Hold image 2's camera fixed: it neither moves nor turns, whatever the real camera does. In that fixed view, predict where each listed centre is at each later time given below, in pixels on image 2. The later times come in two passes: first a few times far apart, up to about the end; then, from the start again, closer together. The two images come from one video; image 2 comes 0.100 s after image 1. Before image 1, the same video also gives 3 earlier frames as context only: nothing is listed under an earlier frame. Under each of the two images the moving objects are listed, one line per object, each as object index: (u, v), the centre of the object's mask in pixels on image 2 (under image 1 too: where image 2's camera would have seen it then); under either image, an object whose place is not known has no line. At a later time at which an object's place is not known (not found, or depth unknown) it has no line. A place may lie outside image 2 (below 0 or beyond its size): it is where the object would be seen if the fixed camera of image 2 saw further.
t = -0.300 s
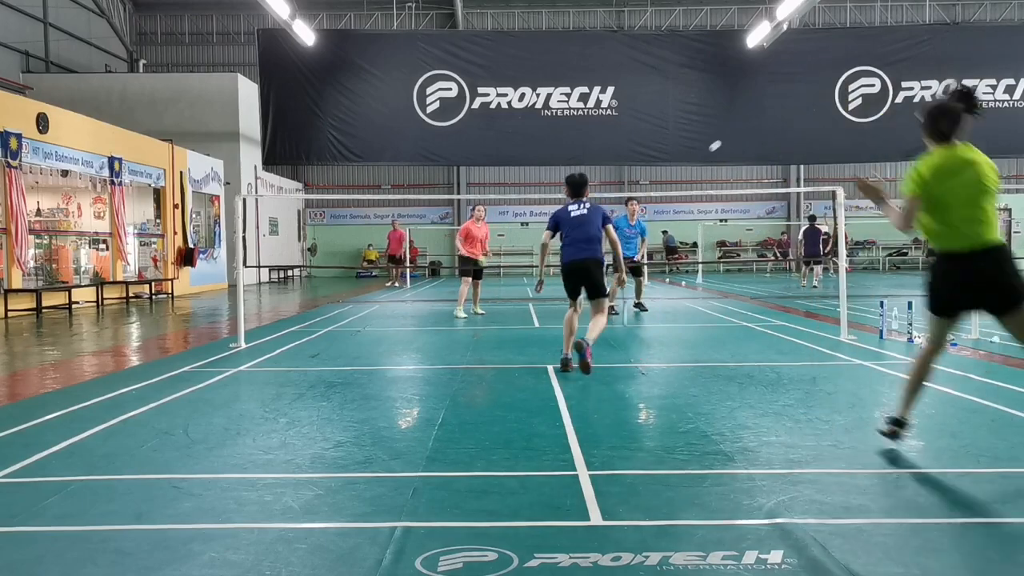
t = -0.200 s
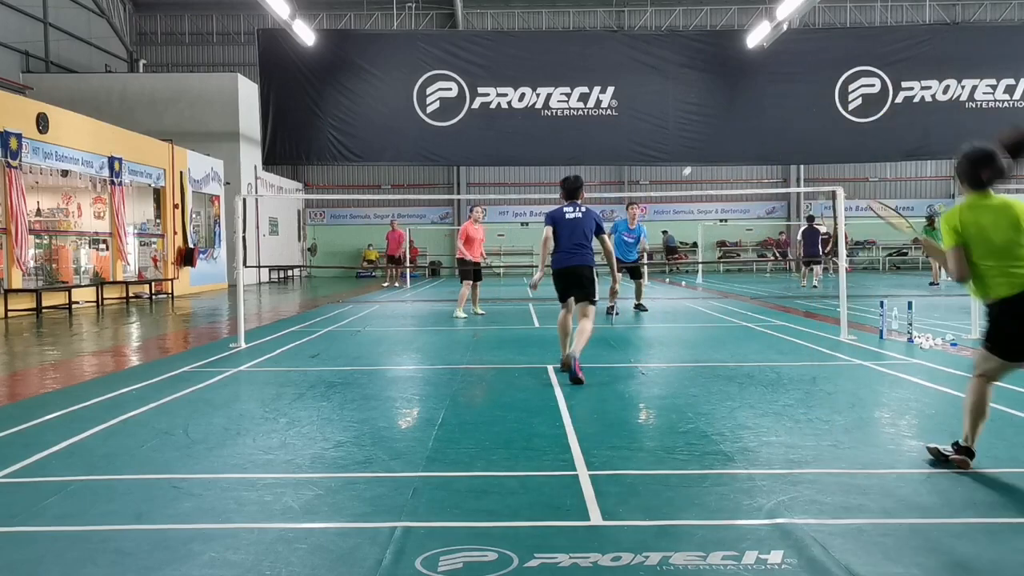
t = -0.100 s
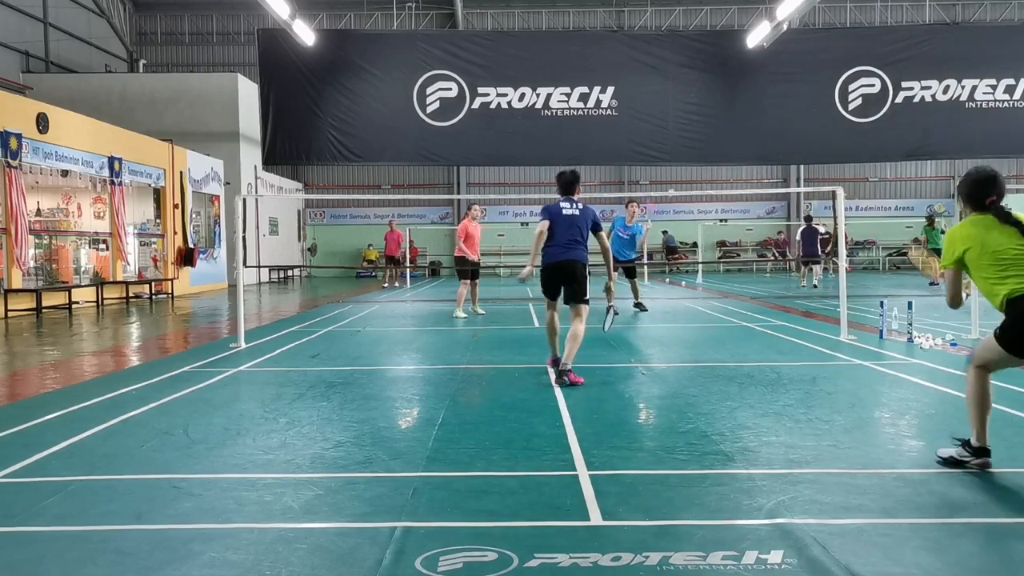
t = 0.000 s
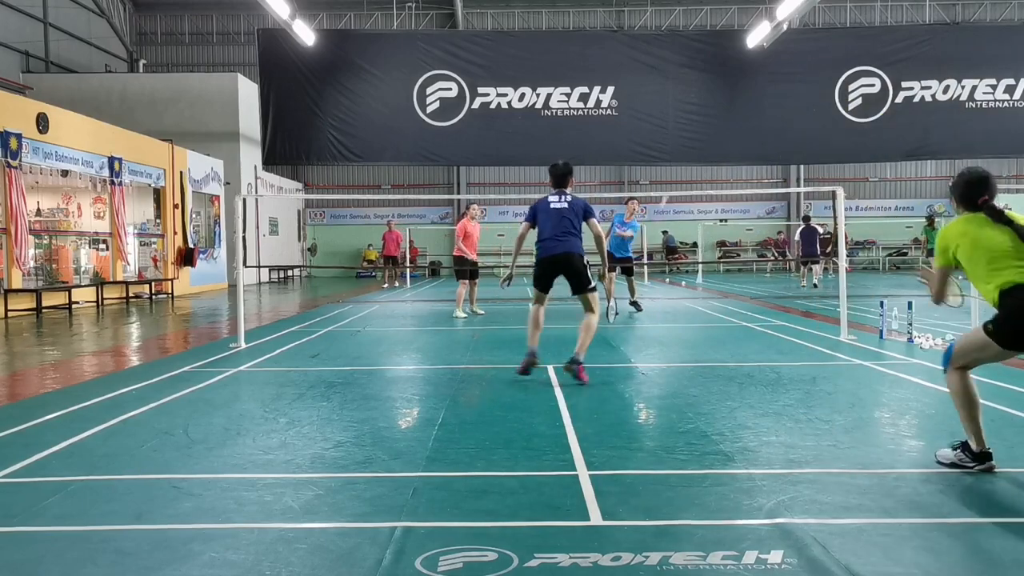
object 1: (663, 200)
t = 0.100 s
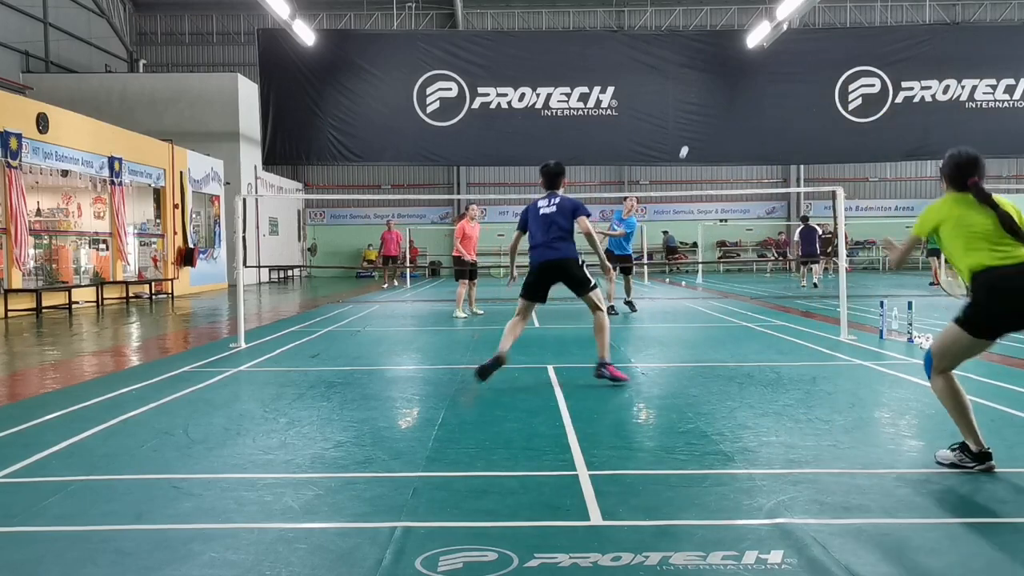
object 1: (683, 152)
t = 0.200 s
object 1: (697, 120)
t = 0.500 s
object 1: (736, 98)
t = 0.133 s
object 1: (688, 139)
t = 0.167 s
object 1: (692, 129)
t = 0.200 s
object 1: (697, 120)
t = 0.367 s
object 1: (719, 93)
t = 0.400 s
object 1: (724, 92)
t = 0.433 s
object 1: (727, 92)
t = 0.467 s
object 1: (731, 94)
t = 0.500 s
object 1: (736, 98)
